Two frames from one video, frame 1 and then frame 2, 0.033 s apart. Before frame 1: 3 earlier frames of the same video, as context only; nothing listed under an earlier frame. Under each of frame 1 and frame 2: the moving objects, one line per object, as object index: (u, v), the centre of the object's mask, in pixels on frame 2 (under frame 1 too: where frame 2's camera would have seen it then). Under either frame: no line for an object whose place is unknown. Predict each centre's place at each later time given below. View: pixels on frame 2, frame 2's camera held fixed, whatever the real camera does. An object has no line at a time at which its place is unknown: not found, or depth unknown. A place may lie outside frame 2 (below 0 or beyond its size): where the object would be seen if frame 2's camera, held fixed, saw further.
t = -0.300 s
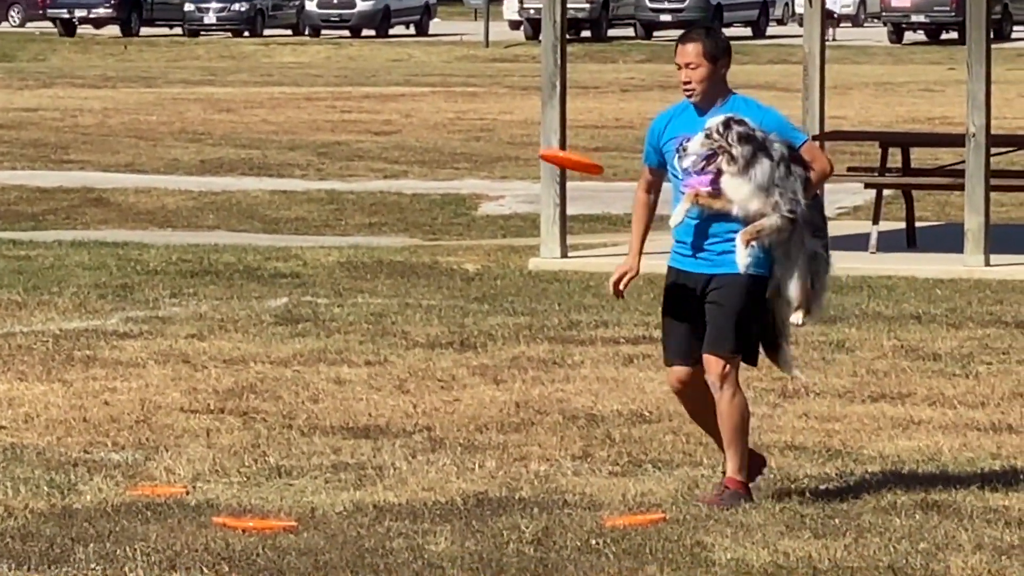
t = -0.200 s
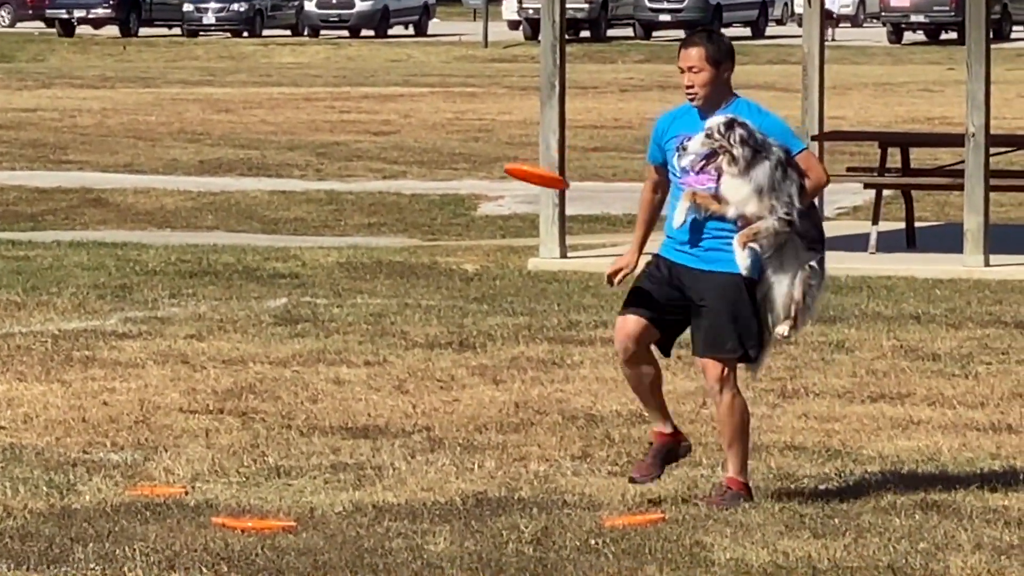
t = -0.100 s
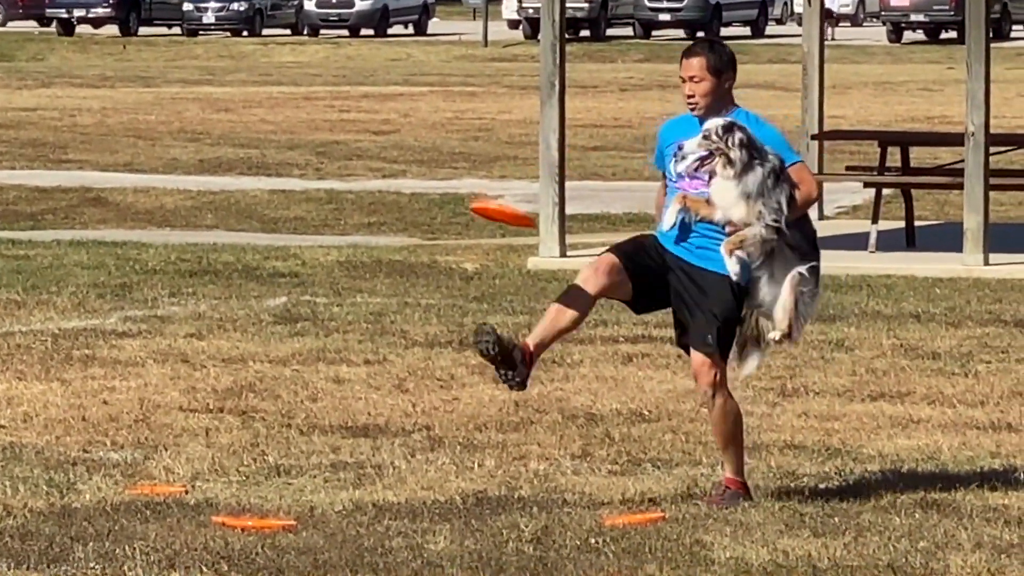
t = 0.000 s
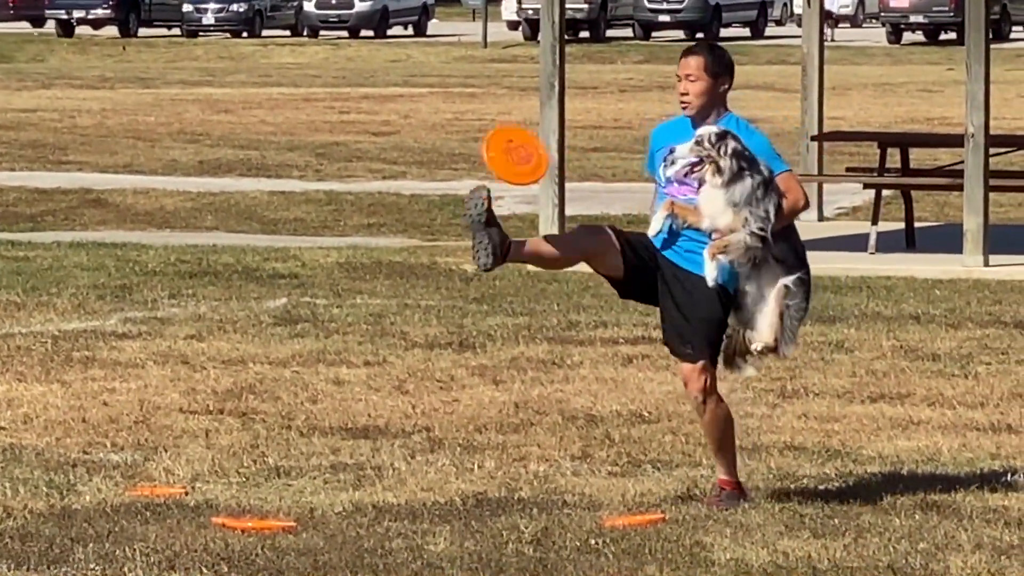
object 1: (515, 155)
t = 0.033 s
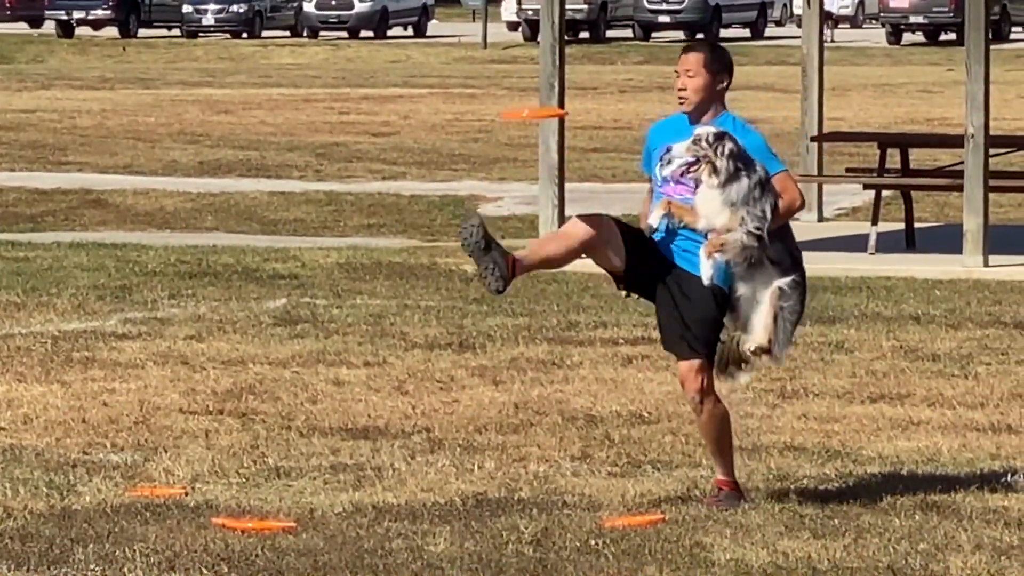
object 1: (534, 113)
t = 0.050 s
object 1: (542, 94)
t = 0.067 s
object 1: (550, 76)
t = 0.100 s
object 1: (567, 43)
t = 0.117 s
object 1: (576, 29)
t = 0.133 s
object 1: (586, 17)
